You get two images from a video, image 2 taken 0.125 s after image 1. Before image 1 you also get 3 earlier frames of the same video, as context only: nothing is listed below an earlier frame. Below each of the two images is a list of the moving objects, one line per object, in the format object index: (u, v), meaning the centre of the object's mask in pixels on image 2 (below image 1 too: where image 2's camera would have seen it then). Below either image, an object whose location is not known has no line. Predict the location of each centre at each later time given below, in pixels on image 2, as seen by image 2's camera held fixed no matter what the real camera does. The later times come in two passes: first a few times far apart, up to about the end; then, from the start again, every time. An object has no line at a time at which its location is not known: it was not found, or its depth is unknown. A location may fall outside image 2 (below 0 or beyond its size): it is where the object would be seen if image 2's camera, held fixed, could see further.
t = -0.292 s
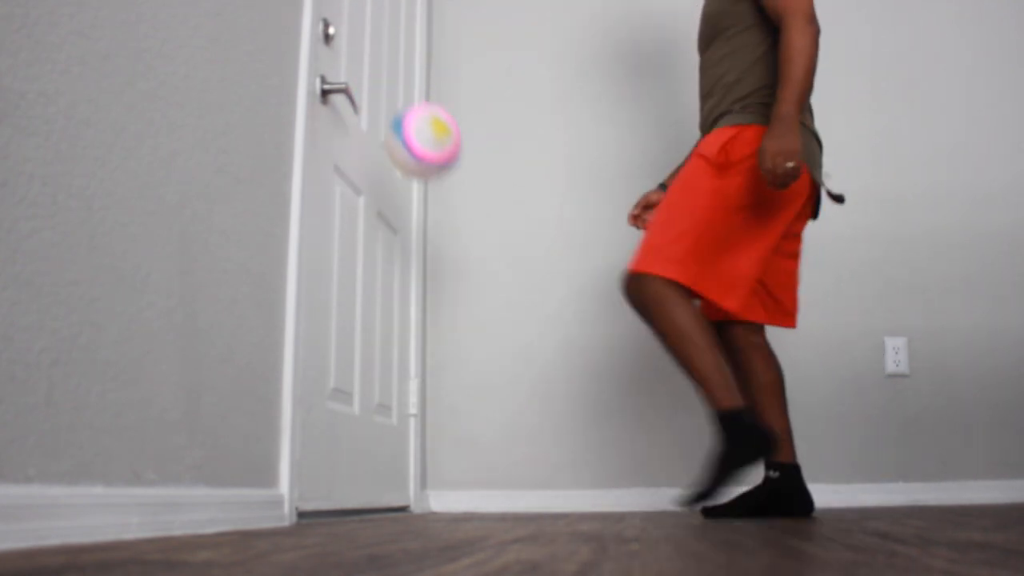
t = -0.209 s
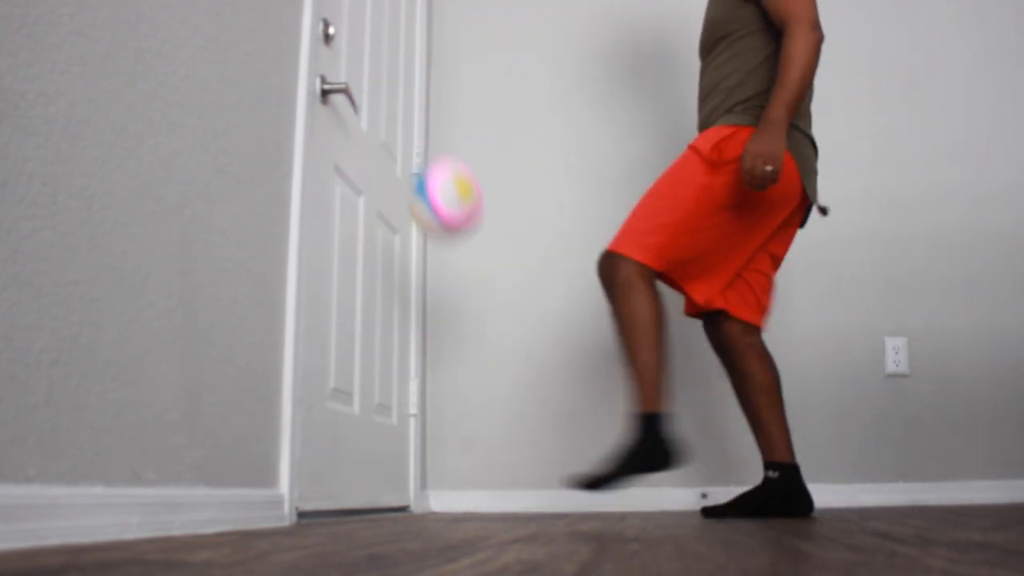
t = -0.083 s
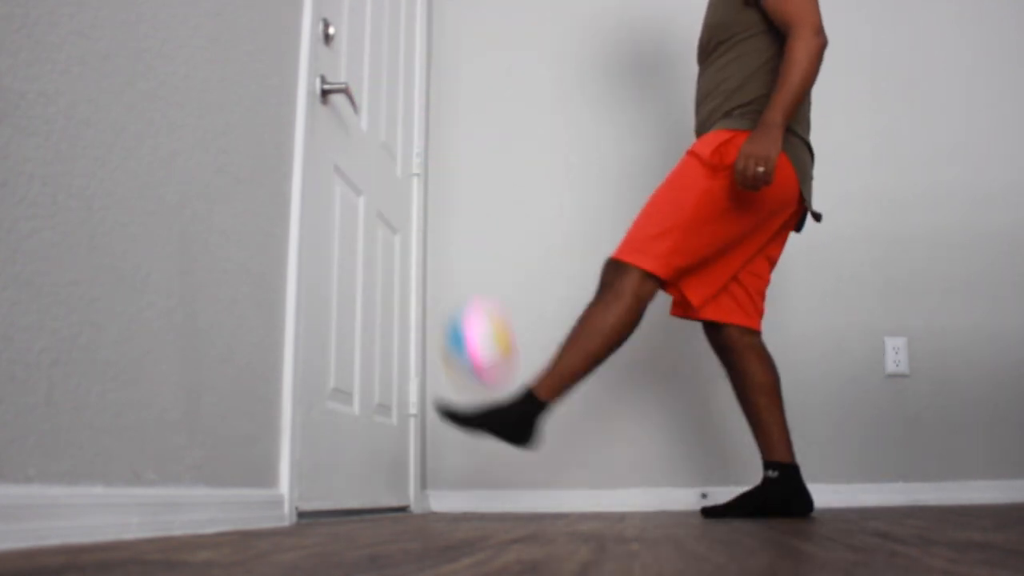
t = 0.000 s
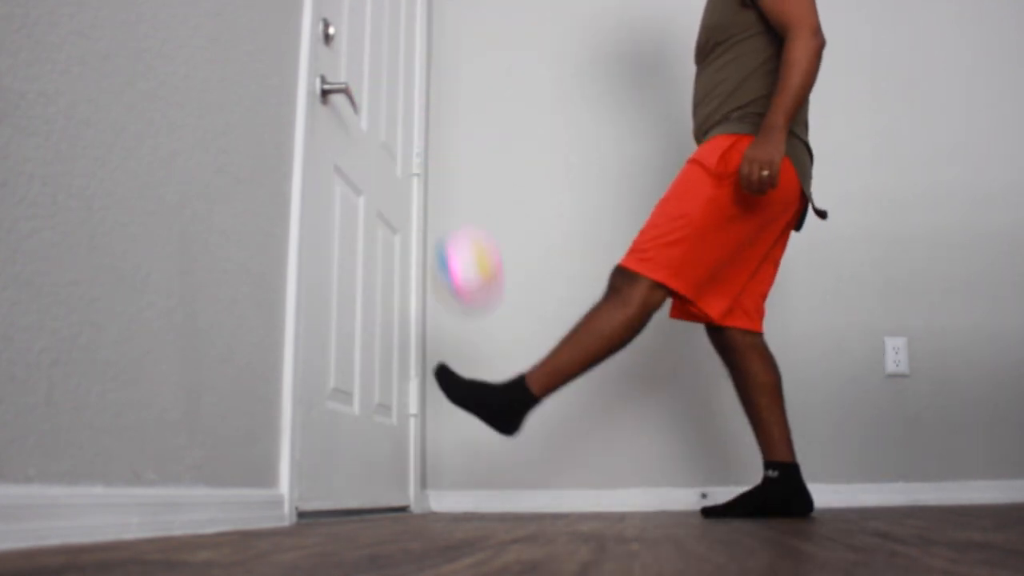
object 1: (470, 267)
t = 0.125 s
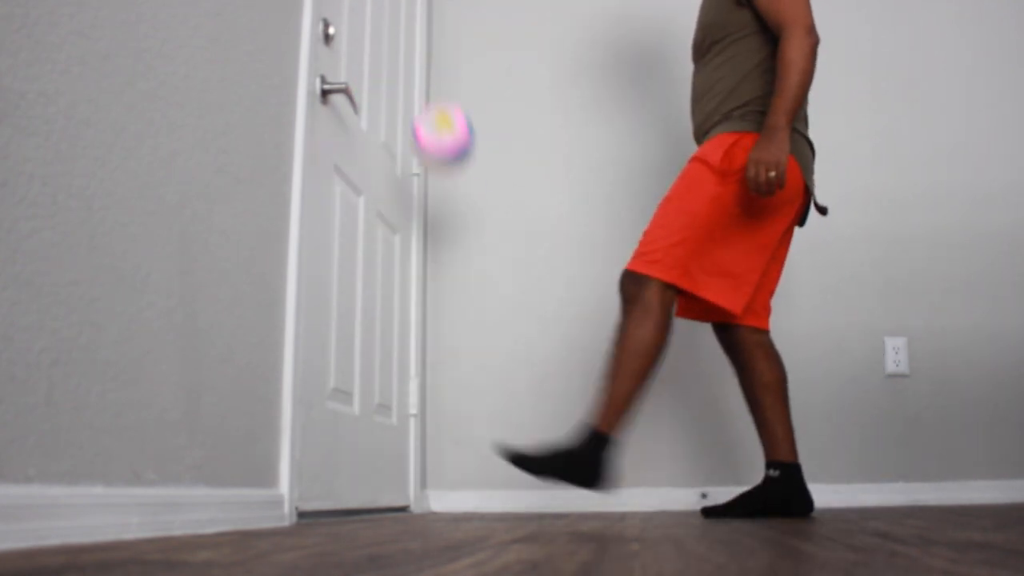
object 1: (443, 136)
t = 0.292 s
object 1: (420, 65)
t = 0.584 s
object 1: (487, 155)
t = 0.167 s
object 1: (436, 109)
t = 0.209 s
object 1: (429, 89)
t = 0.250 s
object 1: (422, 74)
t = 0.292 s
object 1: (420, 65)
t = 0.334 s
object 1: (430, 62)
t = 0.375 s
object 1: (440, 65)
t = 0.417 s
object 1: (450, 72)
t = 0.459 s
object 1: (459, 85)
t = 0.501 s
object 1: (469, 102)
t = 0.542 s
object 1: (478, 125)
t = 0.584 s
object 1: (487, 155)
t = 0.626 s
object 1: (497, 191)
